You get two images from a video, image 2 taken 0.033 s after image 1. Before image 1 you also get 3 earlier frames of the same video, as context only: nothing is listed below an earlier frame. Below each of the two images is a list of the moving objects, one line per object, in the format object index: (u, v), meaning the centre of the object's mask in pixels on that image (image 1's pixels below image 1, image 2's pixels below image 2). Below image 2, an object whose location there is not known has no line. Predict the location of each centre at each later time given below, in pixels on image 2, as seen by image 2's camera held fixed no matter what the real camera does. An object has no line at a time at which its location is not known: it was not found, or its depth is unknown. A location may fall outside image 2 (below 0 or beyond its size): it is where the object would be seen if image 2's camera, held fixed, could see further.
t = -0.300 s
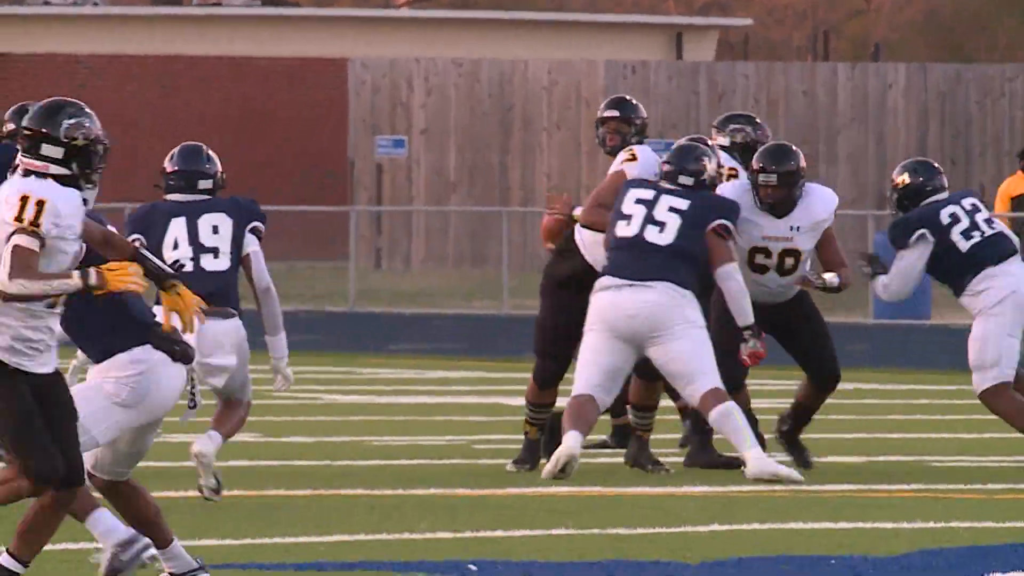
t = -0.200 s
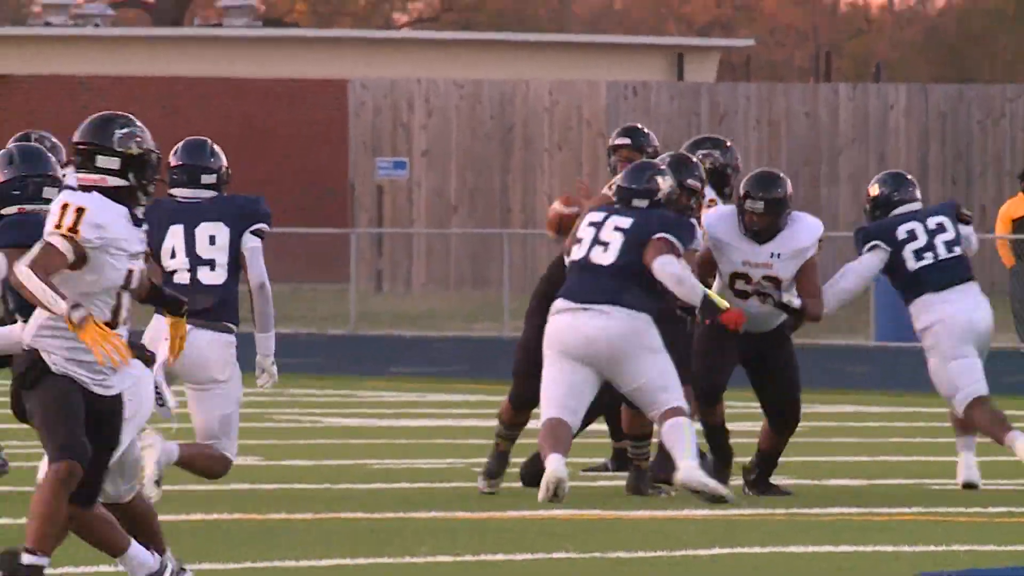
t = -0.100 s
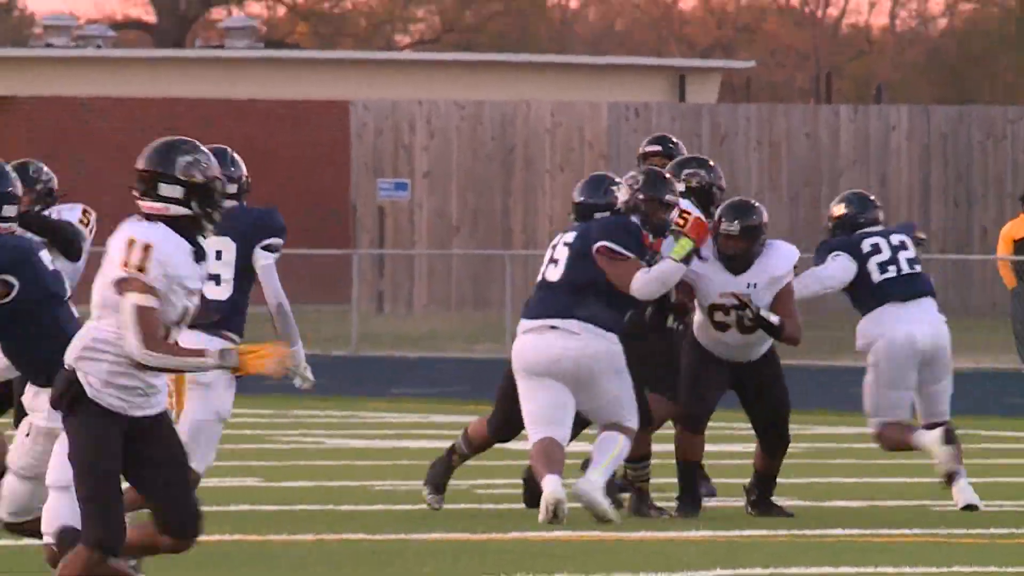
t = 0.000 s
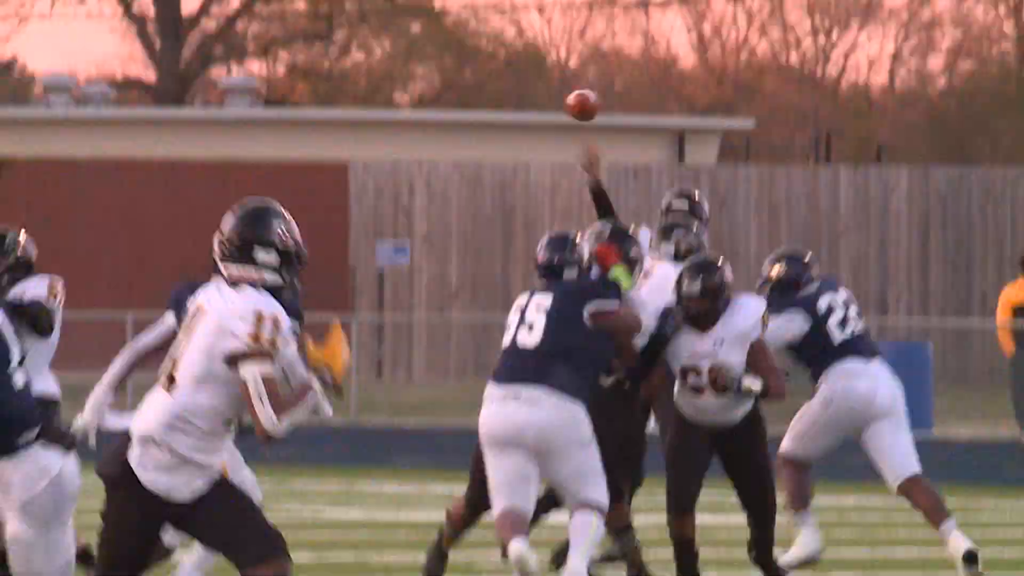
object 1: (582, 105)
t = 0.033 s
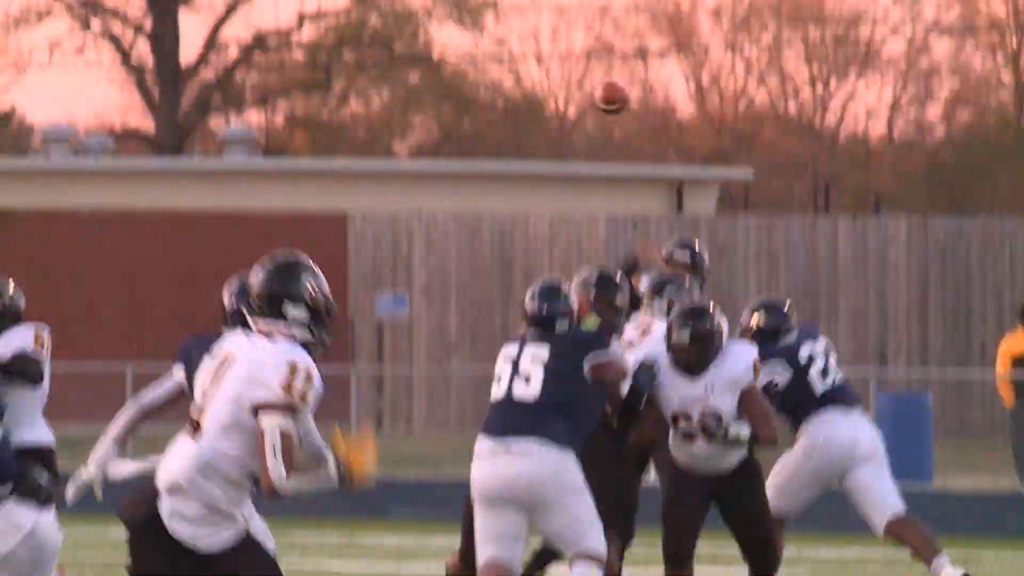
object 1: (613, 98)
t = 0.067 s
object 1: (641, 45)
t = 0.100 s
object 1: (669, -7)
